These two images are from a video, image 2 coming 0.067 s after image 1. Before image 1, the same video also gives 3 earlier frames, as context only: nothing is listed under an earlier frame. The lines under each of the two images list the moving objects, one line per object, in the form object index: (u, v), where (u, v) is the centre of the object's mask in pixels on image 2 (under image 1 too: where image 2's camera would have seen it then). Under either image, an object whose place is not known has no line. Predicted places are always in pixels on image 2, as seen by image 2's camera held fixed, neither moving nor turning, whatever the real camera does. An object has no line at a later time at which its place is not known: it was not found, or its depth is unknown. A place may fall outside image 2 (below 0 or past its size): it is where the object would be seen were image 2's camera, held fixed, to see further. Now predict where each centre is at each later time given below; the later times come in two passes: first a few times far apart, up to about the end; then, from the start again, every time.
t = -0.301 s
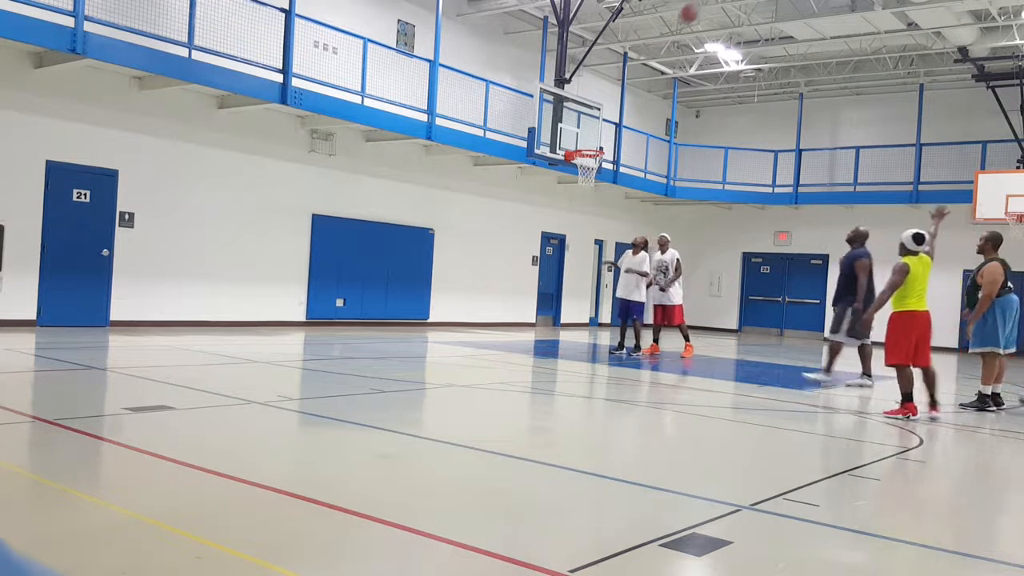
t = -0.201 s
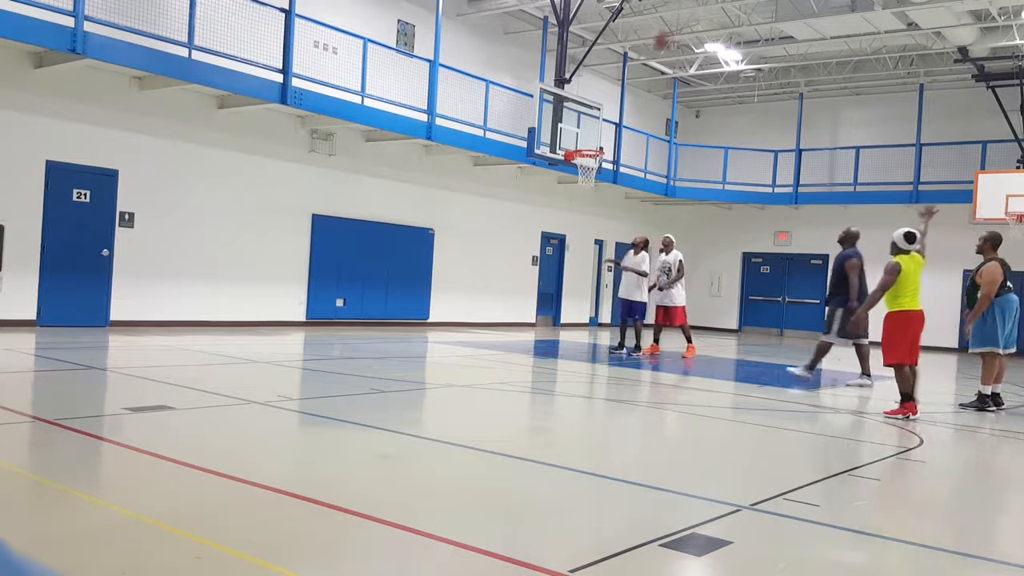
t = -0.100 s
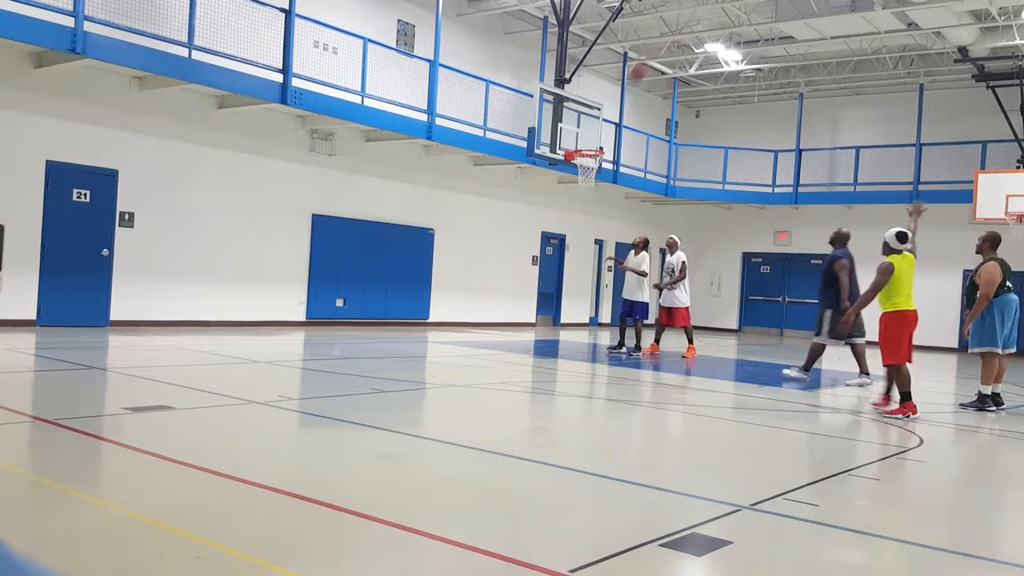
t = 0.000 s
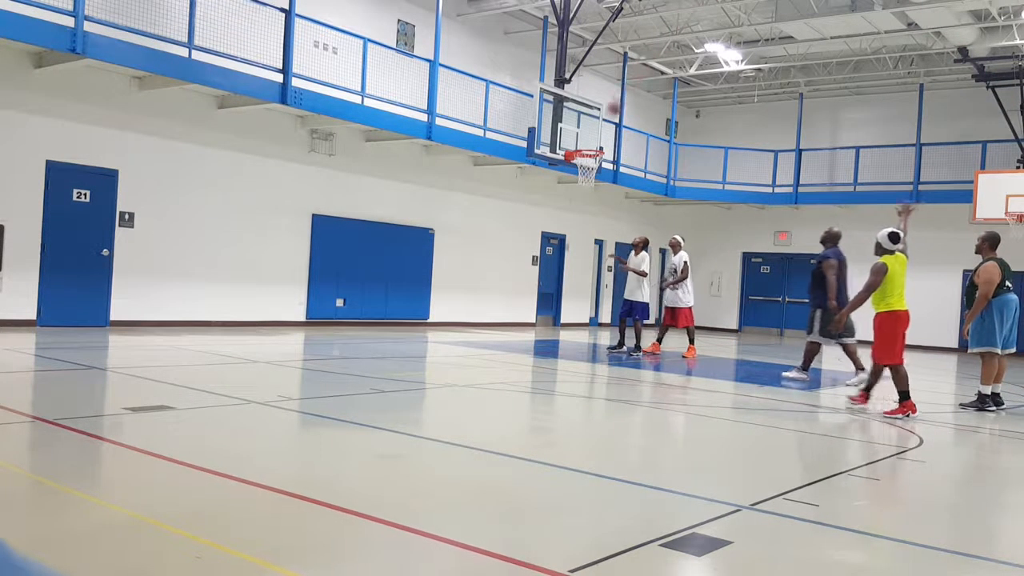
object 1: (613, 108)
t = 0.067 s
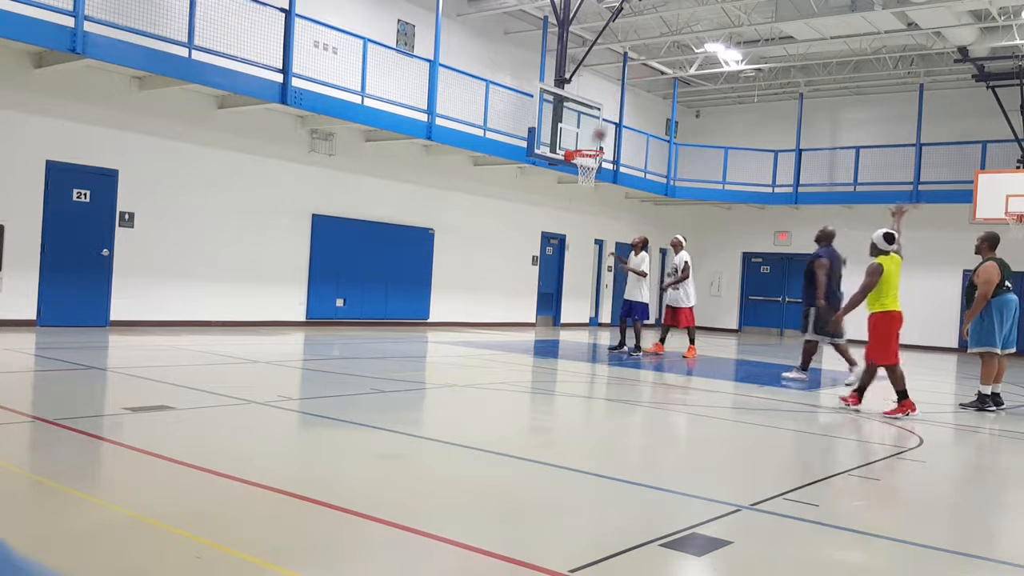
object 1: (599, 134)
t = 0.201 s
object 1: (576, 123)
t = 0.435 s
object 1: (537, 82)
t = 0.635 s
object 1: (497, 73)
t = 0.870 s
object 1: (444, 100)
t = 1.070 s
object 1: (391, 161)
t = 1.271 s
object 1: (332, 259)
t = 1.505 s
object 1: (269, 285)
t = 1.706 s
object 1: (228, 199)
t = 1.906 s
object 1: (181, 142)
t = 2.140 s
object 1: (120, 120)
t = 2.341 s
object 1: (62, 144)
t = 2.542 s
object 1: (5, 213)
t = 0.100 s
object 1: (592, 145)
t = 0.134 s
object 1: (587, 140)
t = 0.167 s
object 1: (582, 132)
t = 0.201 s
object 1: (576, 123)
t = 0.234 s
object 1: (570, 114)
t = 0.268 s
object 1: (565, 107)
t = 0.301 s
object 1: (559, 99)
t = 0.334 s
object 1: (556, 95)
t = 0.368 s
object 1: (550, 91)
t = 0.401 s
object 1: (543, 85)
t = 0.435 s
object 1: (537, 82)
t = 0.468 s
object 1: (531, 78)
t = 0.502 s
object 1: (524, 76)
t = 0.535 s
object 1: (517, 74)
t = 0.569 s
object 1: (511, 73)
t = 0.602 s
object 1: (504, 72)
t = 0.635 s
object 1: (497, 73)
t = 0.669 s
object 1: (490, 74)
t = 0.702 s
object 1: (482, 77)
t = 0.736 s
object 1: (475, 80)
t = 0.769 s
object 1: (467, 83)
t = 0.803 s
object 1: (459, 88)
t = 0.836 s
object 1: (451, 93)
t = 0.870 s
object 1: (444, 100)
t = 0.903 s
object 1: (435, 108)
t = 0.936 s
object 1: (427, 116)
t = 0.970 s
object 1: (418, 126)
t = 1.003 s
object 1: (409, 137)
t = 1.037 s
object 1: (400, 149)
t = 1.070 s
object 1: (391, 161)
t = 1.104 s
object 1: (382, 174)
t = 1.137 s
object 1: (371, 189)
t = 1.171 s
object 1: (362, 205)
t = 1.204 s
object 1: (352, 222)
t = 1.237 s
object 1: (343, 239)
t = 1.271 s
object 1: (332, 259)
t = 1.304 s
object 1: (323, 280)
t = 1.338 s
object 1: (311, 301)
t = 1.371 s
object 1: (297, 330)
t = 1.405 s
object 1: (288, 338)
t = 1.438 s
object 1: (282, 321)
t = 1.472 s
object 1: (275, 302)
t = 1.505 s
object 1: (269, 285)
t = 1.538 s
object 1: (262, 268)
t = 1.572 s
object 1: (256, 253)
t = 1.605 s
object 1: (250, 239)
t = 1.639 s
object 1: (242, 225)
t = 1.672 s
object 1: (236, 212)
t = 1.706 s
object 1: (228, 199)
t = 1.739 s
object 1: (221, 188)
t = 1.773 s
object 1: (213, 176)
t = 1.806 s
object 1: (206, 166)
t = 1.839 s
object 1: (198, 158)
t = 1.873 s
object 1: (190, 149)
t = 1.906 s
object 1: (181, 142)
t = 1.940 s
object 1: (173, 136)
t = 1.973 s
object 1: (165, 131)
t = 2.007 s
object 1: (156, 127)
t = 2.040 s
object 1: (147, 124)
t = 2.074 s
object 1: (139, 122)
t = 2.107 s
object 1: (129, 120)
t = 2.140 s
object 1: (120, 120)
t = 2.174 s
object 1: (111, 121)
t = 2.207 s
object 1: (101, 124)
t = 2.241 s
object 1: (92, 127)
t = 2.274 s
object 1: (82, 132)
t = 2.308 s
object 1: (72, 137)
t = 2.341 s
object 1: (62, 144)
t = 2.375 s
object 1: (51, 153)
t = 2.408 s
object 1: (40, 162)
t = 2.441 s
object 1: (30, 173)
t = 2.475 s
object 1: (19, 185)
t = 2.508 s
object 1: (11, 197)
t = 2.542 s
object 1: (5, 213)
